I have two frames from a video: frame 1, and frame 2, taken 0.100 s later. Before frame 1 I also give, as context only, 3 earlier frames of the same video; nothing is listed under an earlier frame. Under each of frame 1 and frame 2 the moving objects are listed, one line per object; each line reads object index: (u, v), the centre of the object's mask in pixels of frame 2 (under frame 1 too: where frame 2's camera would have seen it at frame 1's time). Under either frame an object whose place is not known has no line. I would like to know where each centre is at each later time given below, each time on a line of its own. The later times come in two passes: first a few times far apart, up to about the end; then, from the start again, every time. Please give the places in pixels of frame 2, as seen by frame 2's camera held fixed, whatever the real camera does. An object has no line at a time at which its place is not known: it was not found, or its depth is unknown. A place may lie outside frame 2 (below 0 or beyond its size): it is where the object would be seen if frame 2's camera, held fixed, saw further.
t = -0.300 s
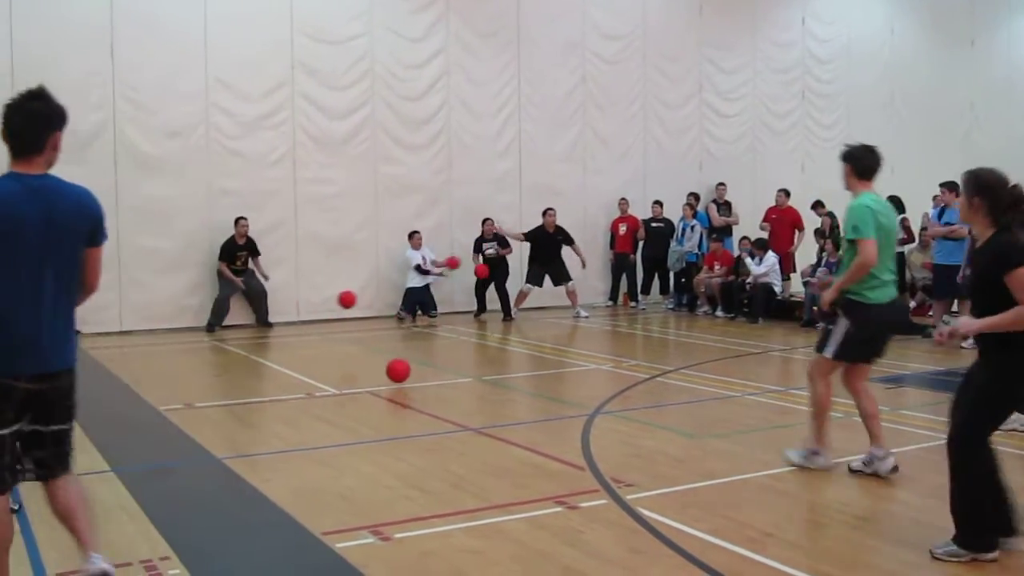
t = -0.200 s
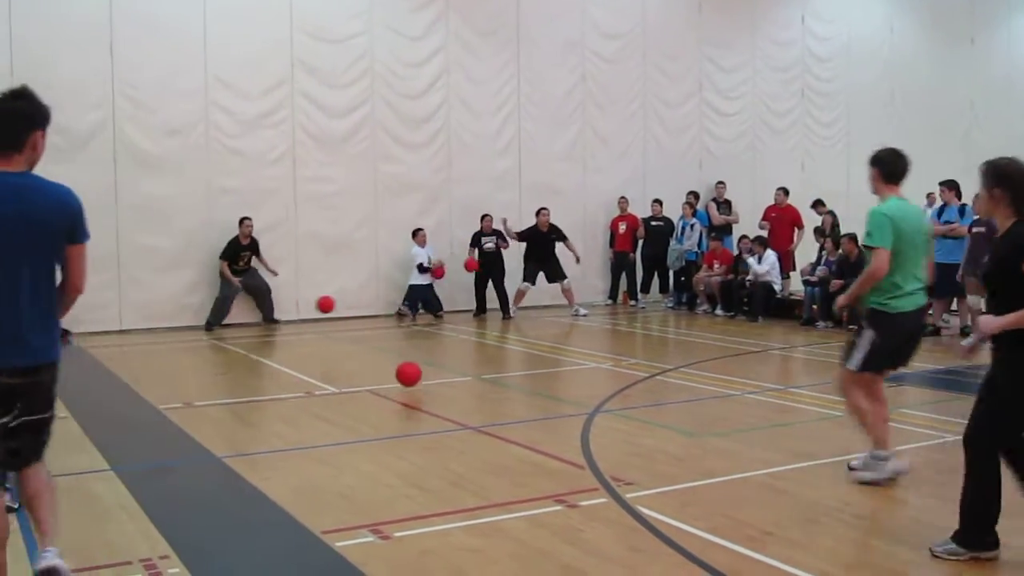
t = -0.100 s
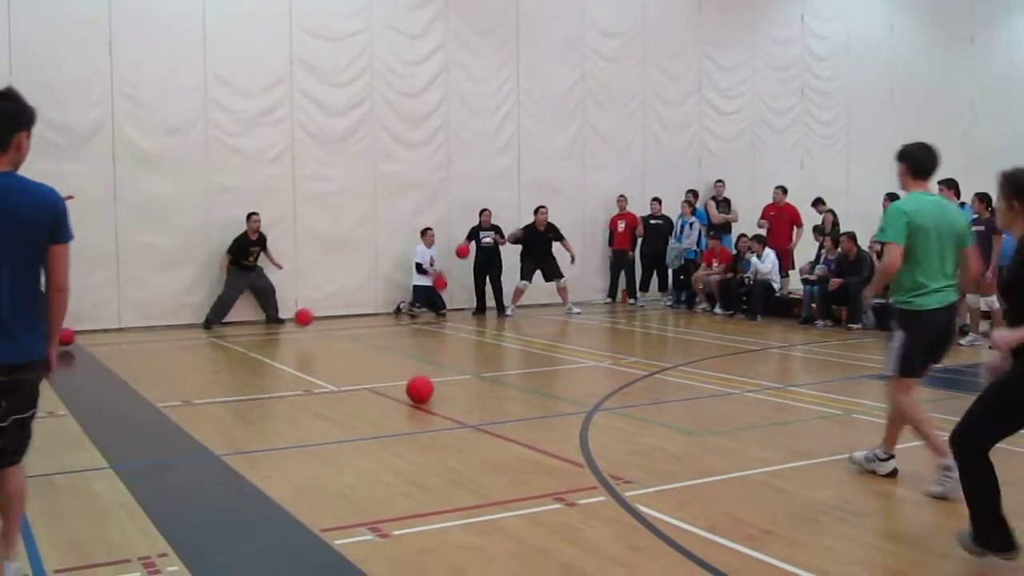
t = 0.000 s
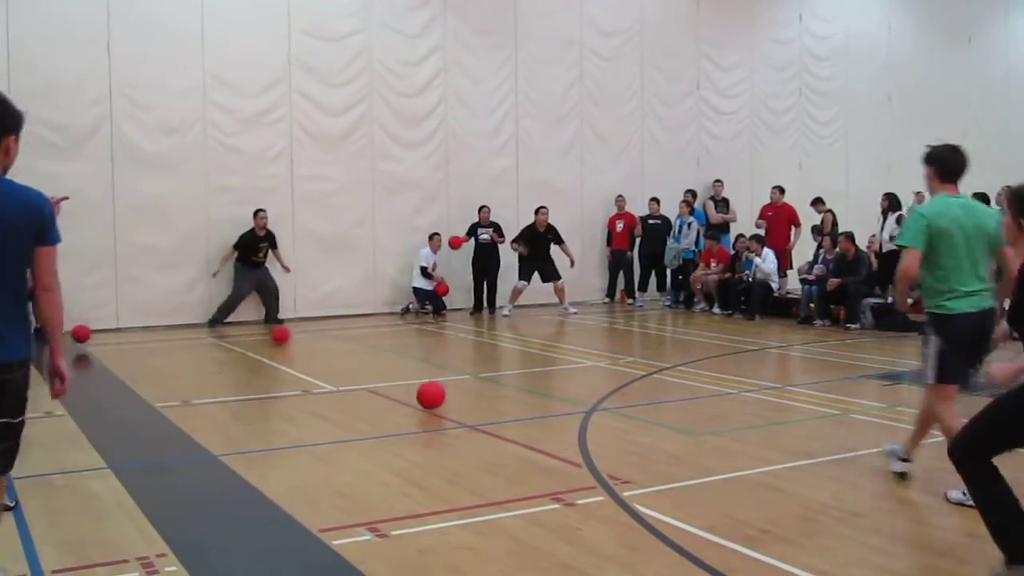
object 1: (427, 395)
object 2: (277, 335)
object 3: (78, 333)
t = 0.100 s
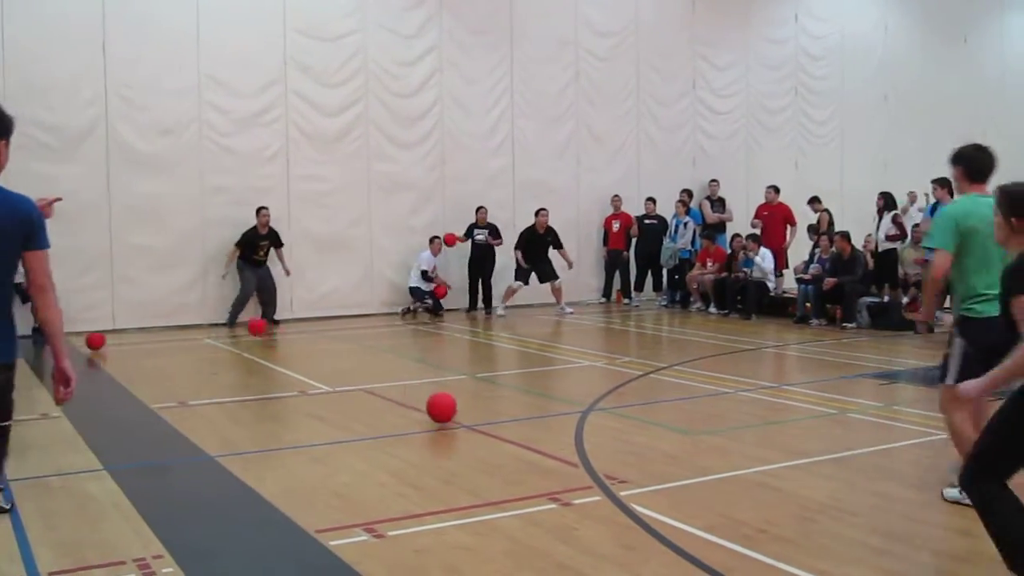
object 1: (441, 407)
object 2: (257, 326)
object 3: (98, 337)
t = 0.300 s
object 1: (474, 429)
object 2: (214, 333)
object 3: (132, 341)
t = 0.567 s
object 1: (529, 473)
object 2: (182, 336)
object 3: (158, 341)
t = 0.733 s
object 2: (190, 344)
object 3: (153, 343)
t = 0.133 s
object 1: (446, 410)
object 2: (249, 324)
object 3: (106, 337)
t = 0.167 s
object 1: (452, 414)
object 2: (243, 324)
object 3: (108, 339)
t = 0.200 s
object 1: (457, 420)
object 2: (235, 325)
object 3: (114, 338)
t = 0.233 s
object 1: (463, 424)
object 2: (228, 327)
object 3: (120, 338)
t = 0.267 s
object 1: (468, 425)
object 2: (221, 329)
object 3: (126, 339)
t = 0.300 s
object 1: (474, 429)
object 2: (214, 333)
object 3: (132, 341)
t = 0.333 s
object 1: (480, 434)
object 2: (208, 337)
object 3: (137, 340)
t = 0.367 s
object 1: (486, 442)
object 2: (201, 340)
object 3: (143, 340)
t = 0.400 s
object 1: (493, 446)
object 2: (194, 339)
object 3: (149, 341)
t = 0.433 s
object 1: (499, 448)
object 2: (187, 336)
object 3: (154, 342)
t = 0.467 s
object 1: (507, 453)
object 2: (181, 336)
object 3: (160, 342)
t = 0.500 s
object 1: (514, 459)
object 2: (179, 336)
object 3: (160, 343)
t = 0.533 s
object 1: (521, 469)
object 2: (181, 336)
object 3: (159, 341)
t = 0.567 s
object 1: (529, 473)
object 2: (182, 336)
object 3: (158, 341)
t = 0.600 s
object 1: (536, 476)
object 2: (185, 337)
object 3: (157, 342)
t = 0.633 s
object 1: (545, 482)
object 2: (187, 339)
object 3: (156, 342)
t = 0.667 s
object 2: (189, 342)
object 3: (155, 343)
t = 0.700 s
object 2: (191, 345)
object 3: (154, 343)
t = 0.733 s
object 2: (190, 344)
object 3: (153, 343)
